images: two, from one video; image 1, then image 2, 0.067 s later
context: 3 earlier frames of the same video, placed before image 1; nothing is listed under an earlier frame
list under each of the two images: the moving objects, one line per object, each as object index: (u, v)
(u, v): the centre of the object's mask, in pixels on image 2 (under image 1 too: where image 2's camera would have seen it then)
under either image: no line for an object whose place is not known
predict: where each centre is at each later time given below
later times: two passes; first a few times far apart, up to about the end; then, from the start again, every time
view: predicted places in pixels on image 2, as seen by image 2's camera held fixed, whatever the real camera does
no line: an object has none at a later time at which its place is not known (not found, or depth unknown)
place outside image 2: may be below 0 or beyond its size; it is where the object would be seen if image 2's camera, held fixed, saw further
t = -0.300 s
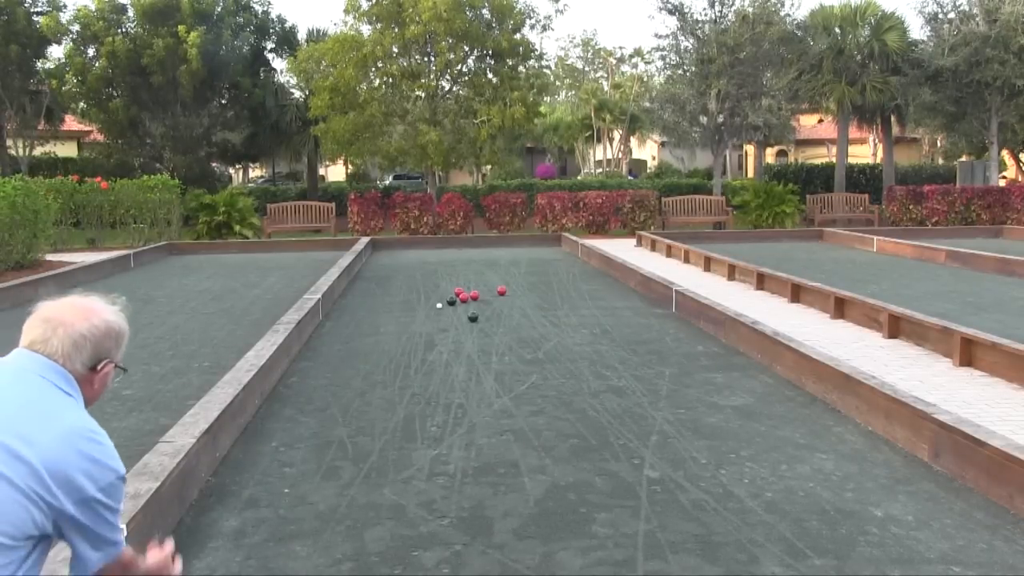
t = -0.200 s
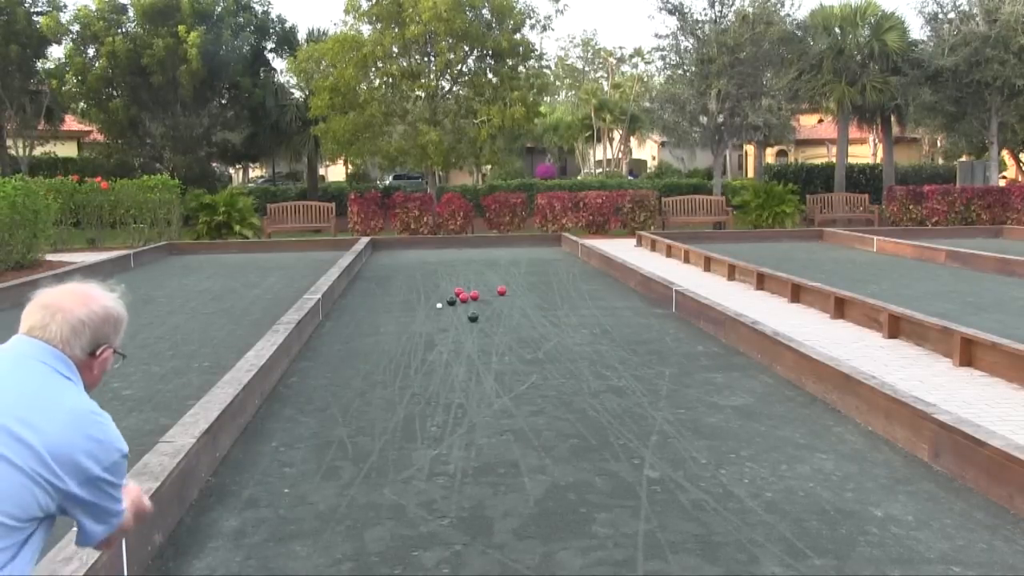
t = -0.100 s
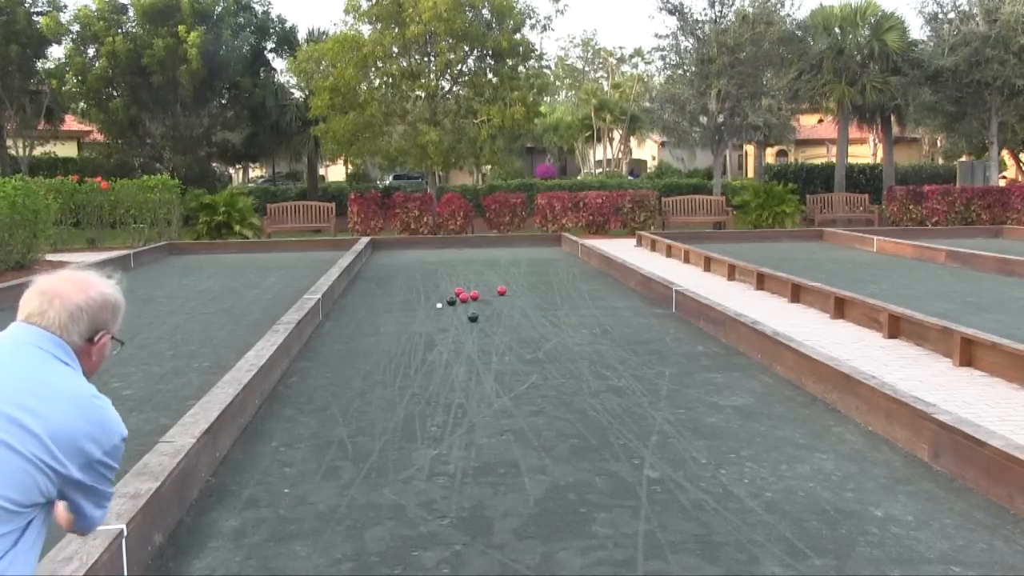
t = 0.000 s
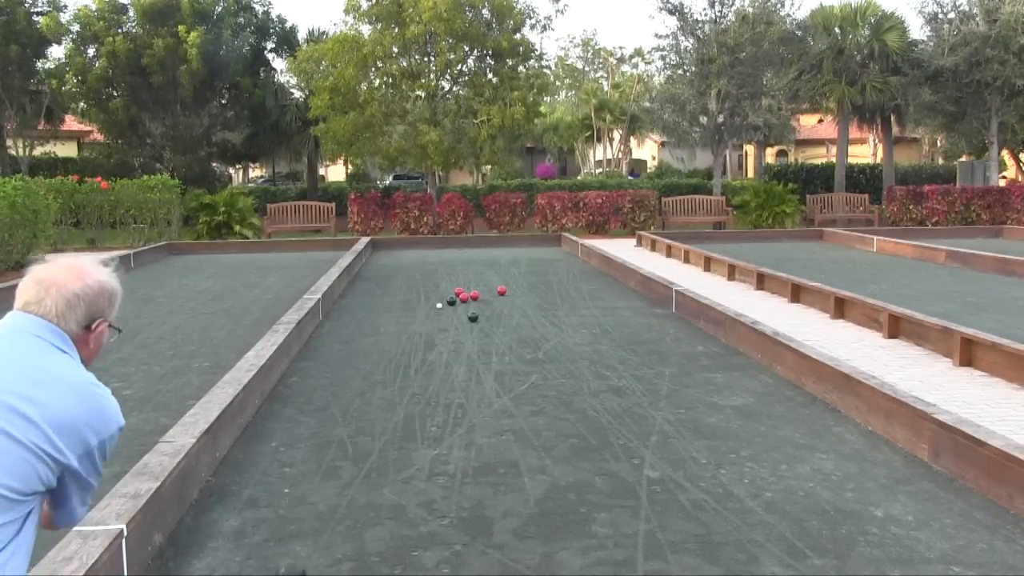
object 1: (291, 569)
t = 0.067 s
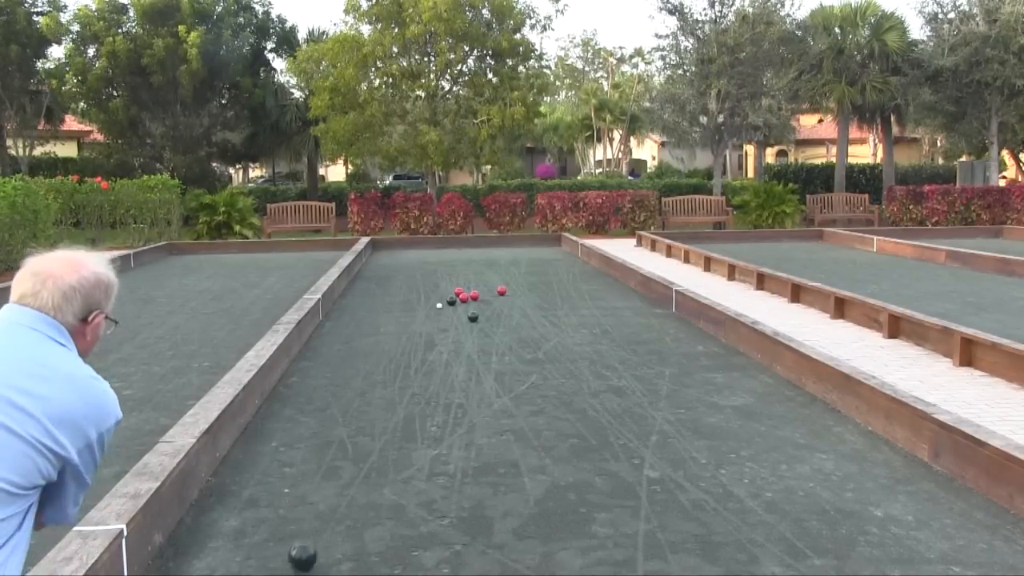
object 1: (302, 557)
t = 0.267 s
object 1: (331, 510)
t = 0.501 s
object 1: (358, 469)
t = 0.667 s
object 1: (373, 446)
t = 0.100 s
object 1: (308, 547)
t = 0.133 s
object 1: (313, 539)
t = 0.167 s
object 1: (318, 531)
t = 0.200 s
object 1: (323, 524)
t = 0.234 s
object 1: (327, 516)
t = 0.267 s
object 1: (331, 510)
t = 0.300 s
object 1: (336, 503)
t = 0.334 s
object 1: (340, 497)
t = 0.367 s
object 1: (344, 491)
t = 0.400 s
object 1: (347, 485)
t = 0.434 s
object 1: (351, 479)
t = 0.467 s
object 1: (354, 473)
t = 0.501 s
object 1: (358, 469)
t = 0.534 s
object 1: (361, 464)
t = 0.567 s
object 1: (364, 459)
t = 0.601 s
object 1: (367, 455)
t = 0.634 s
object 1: (370, 450)
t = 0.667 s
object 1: (373, 446)
